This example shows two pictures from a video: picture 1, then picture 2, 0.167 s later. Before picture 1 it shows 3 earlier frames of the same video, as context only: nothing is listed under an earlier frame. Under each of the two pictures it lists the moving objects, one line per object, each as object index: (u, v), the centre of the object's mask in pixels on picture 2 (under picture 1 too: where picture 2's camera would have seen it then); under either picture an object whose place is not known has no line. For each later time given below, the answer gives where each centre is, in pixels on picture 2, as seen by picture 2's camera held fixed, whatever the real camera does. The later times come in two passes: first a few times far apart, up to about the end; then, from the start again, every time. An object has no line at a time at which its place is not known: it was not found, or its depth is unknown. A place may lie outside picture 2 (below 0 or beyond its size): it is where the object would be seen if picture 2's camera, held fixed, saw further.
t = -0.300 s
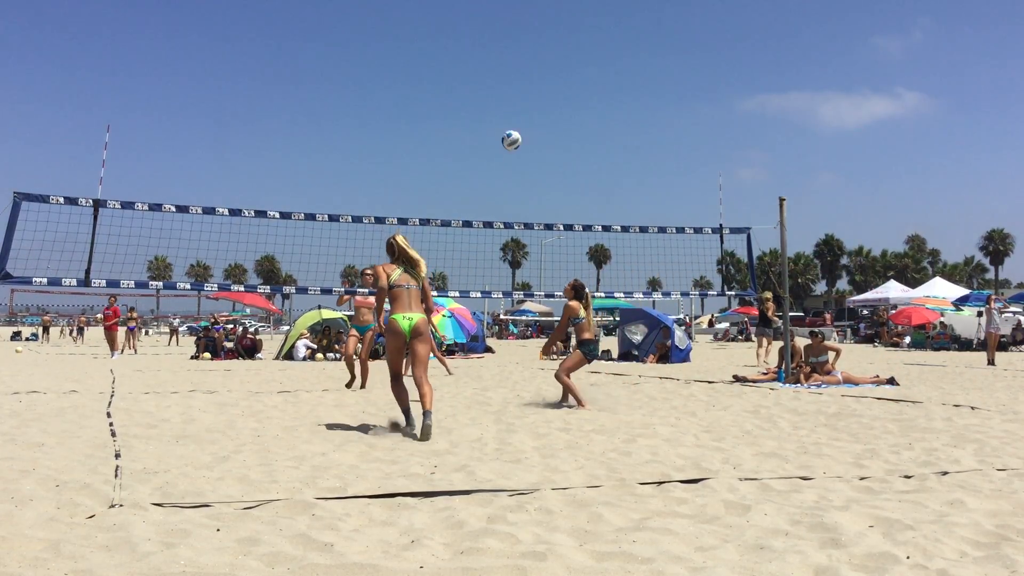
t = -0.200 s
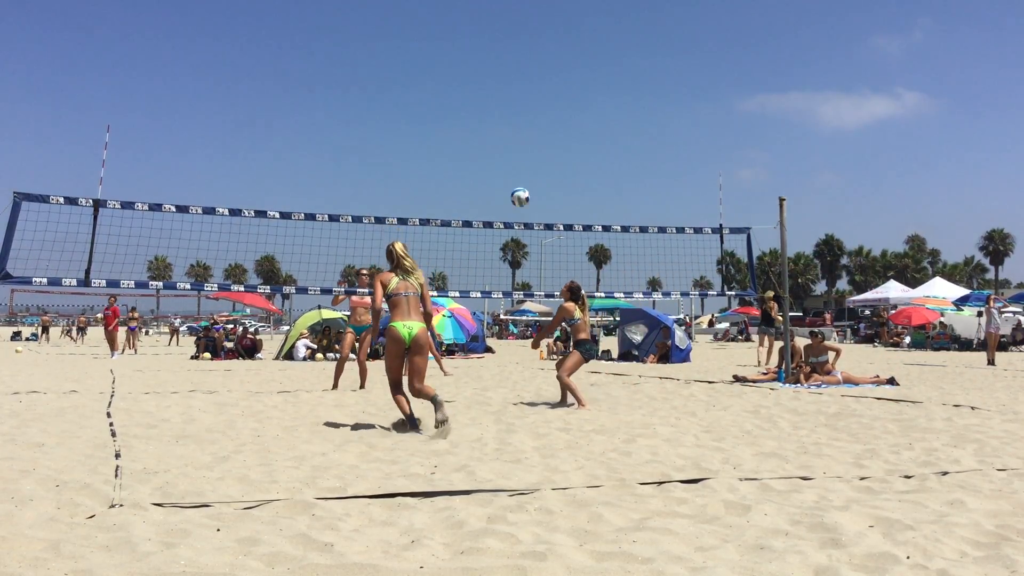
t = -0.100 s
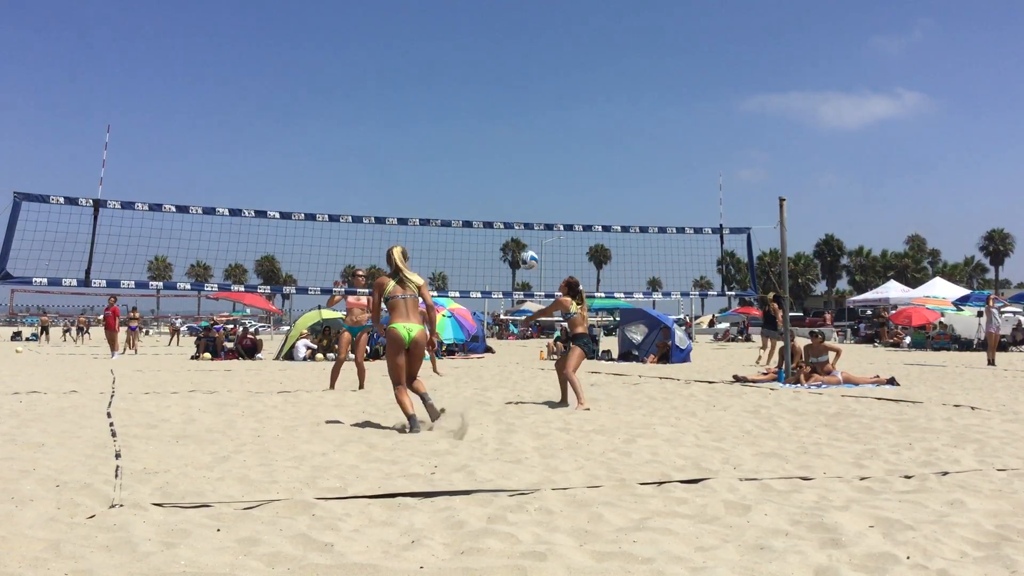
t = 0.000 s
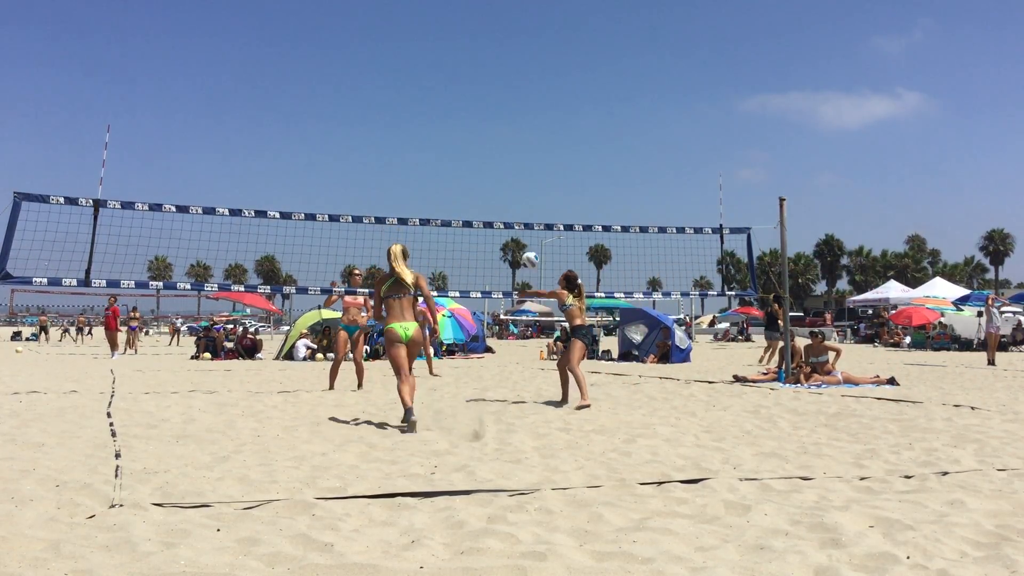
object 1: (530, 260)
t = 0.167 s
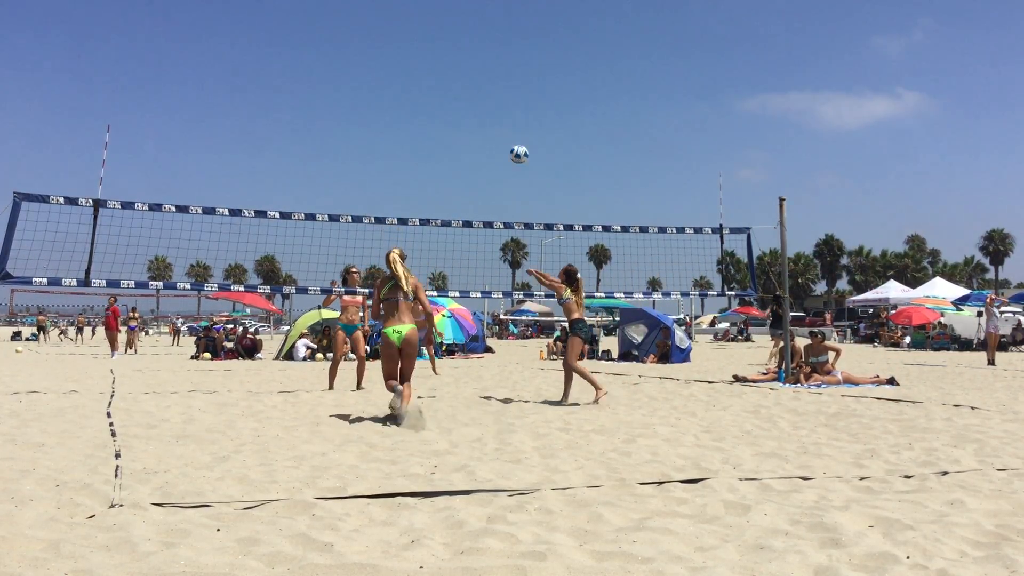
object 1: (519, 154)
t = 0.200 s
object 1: (517, 136)
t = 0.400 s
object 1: (506, 48)
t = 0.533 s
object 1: (500, 9)
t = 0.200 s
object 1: (517, 136)
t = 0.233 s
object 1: (515, 119)
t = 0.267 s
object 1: (513, 103)
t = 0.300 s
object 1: (512, 88)
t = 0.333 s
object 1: (510, 73)
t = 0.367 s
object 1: (508, 60)
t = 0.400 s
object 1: (506, 48)
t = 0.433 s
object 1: (504, 36)
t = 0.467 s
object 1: (503, 26)
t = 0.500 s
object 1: (501, 17)
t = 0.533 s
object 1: (500, 9)
